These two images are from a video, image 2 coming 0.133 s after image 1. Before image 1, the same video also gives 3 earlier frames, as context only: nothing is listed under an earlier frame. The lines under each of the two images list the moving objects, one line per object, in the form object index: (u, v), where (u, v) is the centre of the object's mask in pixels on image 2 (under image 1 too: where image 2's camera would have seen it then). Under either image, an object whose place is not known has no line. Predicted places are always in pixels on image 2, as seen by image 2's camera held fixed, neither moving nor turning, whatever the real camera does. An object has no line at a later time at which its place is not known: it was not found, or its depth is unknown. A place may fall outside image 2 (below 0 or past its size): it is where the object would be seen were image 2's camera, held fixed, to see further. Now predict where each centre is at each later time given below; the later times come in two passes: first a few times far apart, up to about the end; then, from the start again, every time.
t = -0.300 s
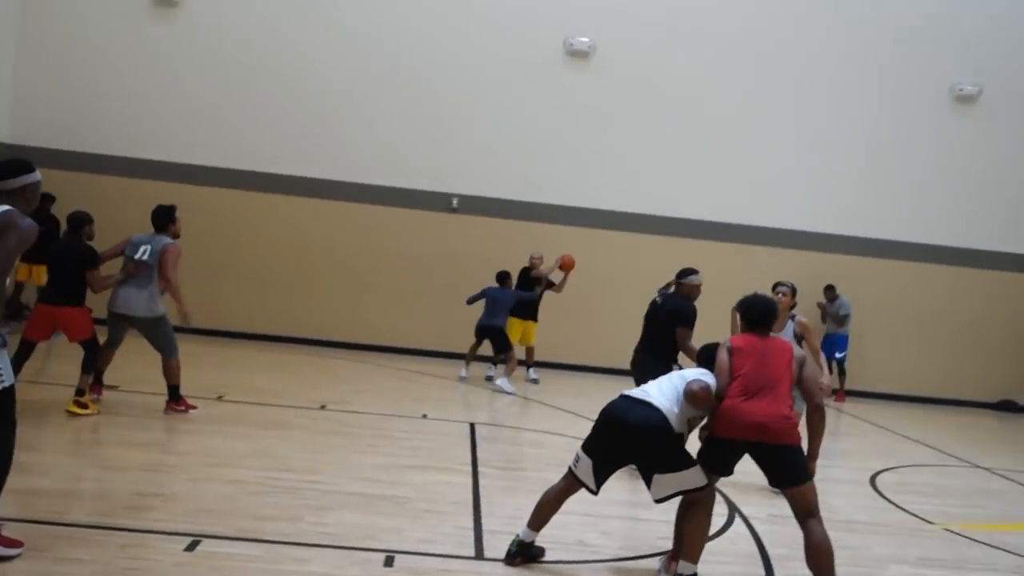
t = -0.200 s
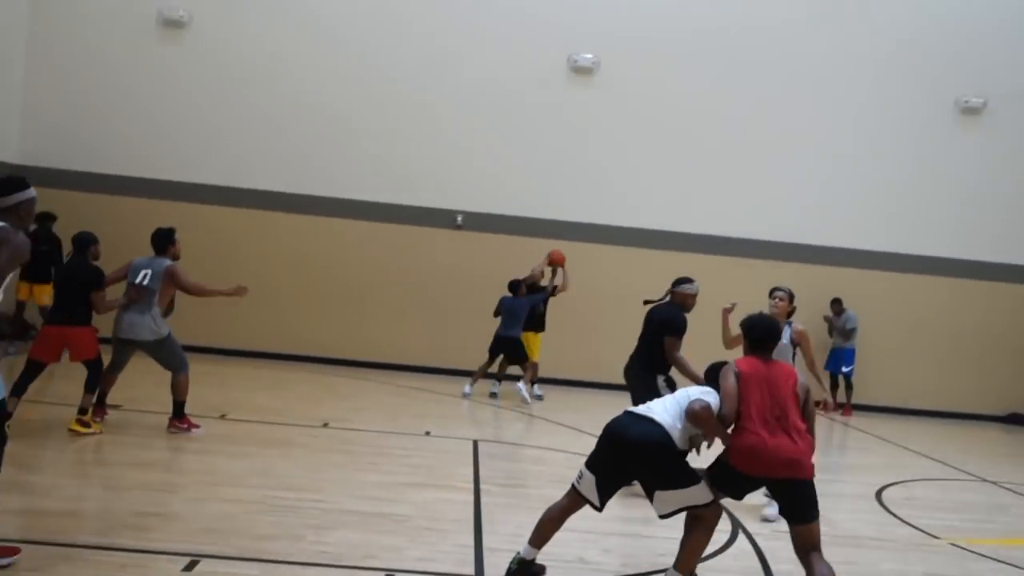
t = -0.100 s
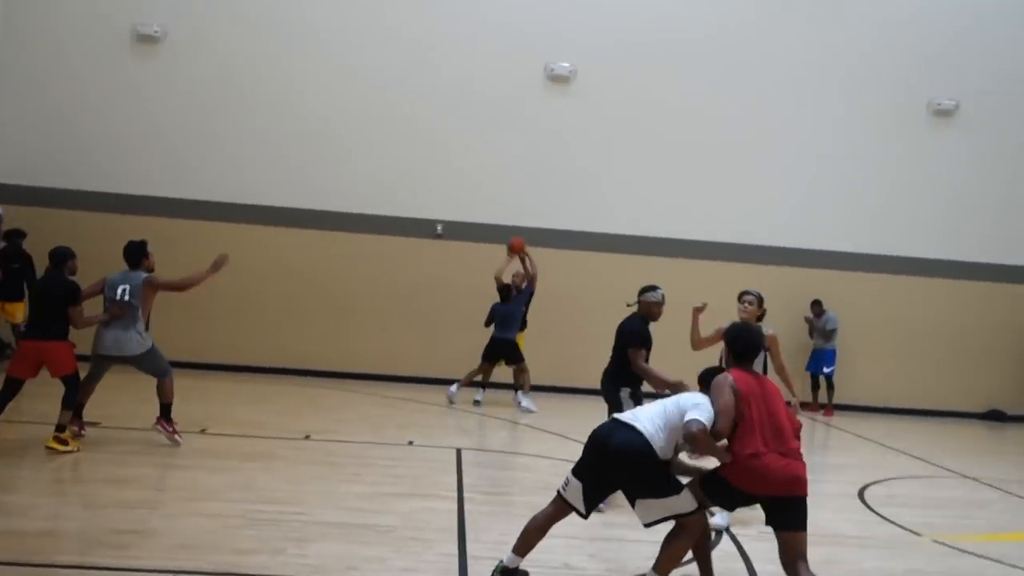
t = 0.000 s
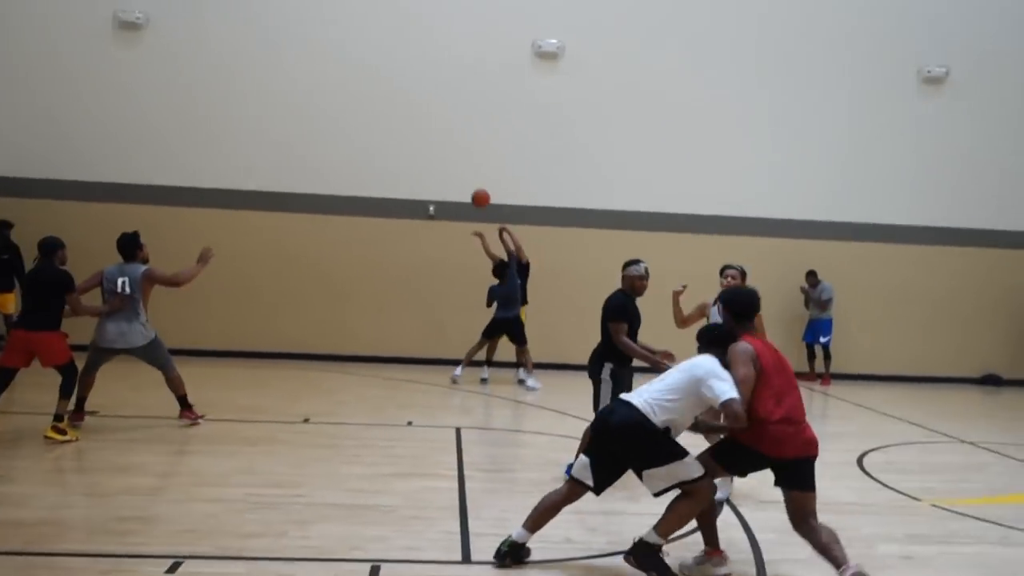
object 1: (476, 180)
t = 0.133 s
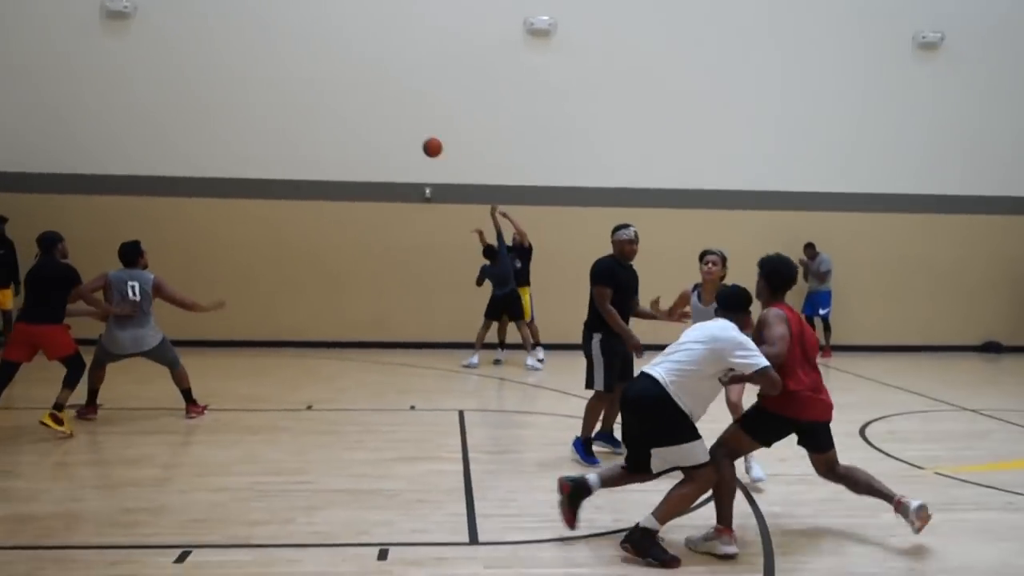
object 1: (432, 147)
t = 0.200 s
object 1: (407, 135)
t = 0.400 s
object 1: (329, 121)
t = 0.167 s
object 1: (420, 141)
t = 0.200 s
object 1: (407, 135)
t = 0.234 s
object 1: (395, 131)
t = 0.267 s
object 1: (382, 127)
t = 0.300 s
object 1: (369, 124)
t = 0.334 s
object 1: (356, 122)
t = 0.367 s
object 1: (342, 121)
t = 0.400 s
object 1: (329, 121)
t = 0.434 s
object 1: (313, 122)
